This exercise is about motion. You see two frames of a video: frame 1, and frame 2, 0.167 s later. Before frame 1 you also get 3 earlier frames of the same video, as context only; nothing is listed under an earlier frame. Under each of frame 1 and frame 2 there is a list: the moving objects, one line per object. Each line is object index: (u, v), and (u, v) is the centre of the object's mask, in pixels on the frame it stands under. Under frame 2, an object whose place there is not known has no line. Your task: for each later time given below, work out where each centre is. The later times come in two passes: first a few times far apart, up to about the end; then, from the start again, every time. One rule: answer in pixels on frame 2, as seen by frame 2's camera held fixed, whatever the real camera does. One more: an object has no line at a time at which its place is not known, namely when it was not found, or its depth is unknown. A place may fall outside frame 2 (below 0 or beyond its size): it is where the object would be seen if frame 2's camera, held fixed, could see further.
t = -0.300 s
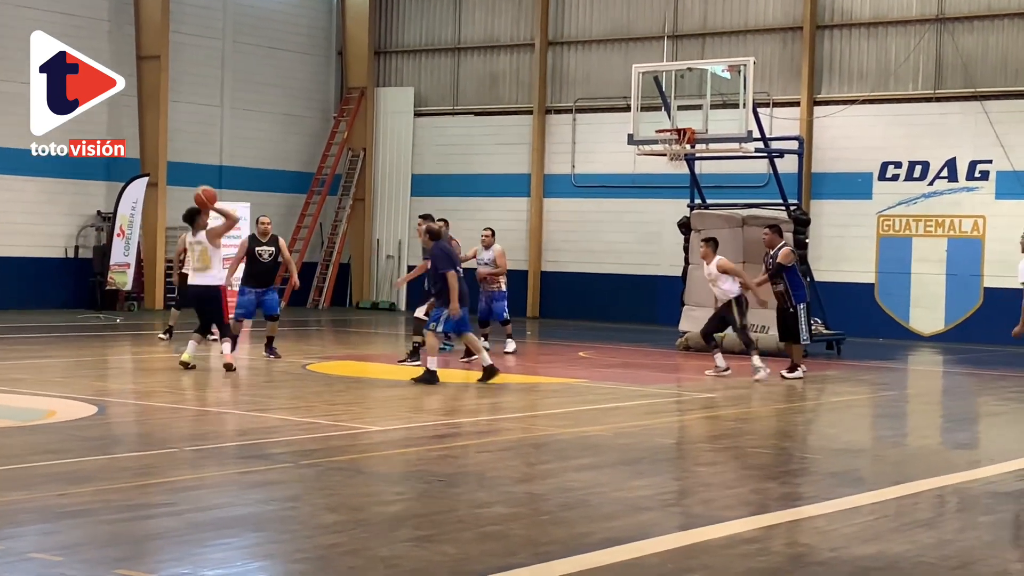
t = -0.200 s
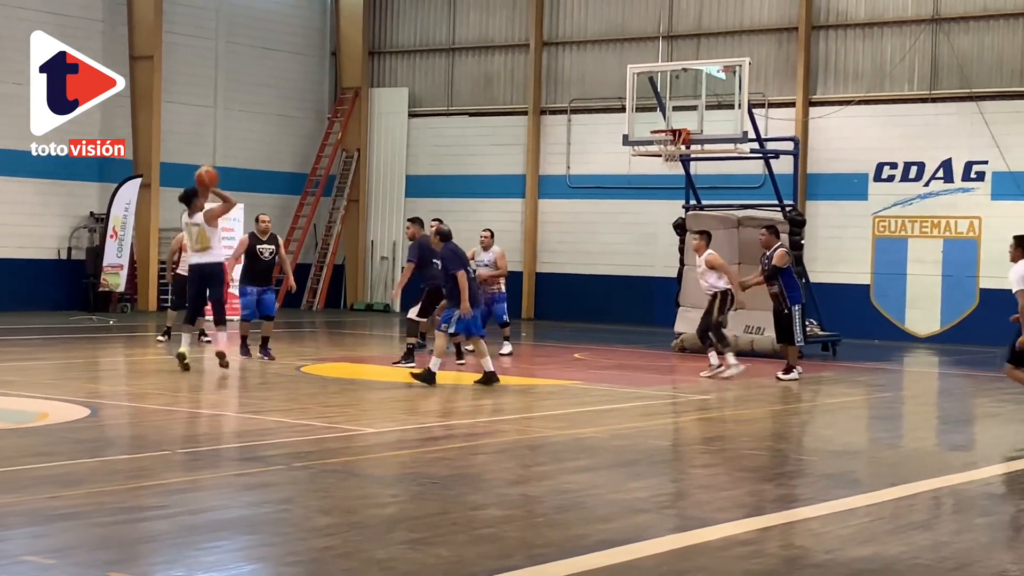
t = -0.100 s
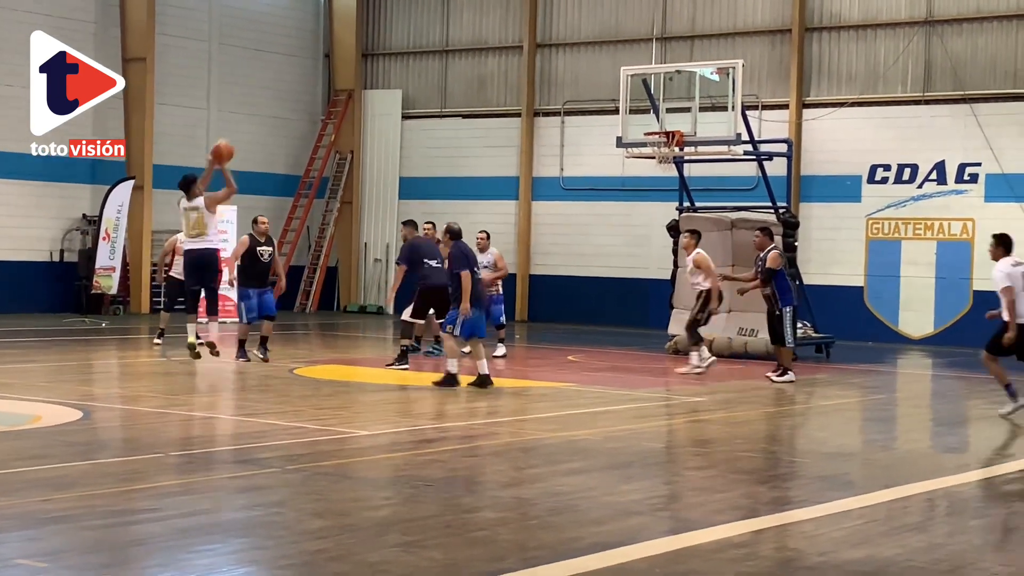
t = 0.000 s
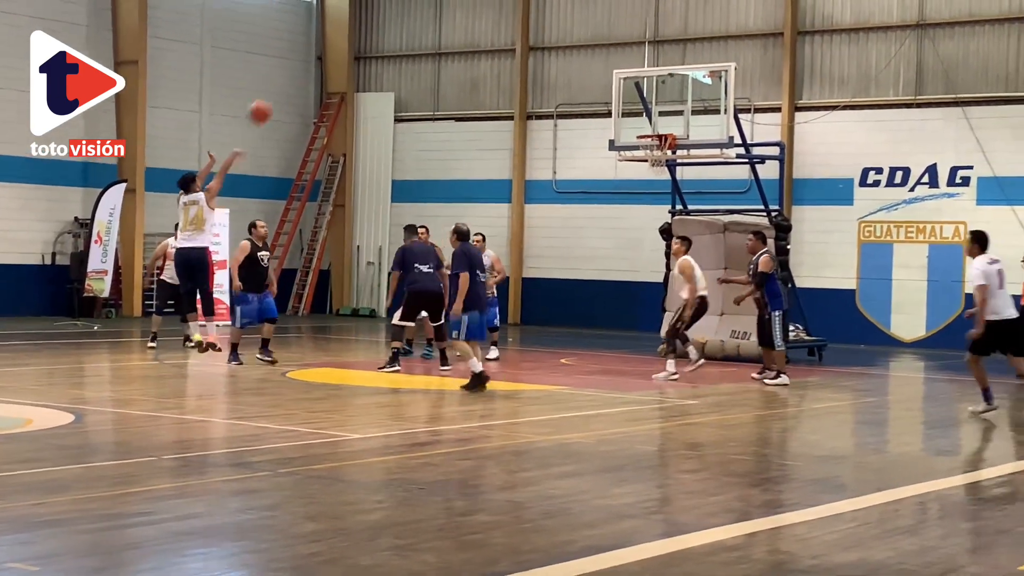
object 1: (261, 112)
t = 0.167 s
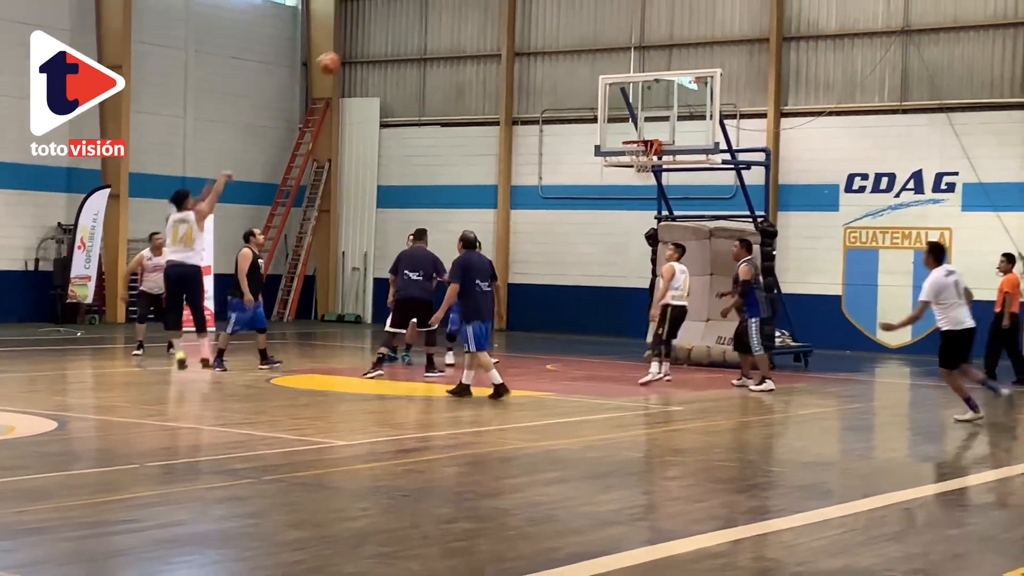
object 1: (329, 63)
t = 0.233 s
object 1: (359, 49)
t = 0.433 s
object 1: (446, 33)
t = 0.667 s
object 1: (536, 55)
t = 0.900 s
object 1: (613, 117)
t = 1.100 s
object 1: (648, 130)
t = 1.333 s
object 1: (633, 116)
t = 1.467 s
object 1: (619, 124)
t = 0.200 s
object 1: (345, 55)
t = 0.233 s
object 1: (359, 49)
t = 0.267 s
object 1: (375, 44)
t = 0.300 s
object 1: (389, 40)
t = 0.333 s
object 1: (405, 37)
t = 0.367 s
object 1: (418, 35)
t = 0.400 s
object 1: (433, 34)
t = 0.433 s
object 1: (446, 33)
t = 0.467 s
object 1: (460, 34)
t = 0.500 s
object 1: (473, 35)
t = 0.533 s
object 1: (486, 38)
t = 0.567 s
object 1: (499, 41)
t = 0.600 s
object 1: (510, 45)
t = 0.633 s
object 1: (524, 50)
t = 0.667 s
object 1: (536, 55)
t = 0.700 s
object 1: (548, 62)
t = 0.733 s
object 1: (559, 70)
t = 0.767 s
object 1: (570, 78)
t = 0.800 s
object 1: (583, 87)
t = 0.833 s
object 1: (593, 96)
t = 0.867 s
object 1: (603, 106)
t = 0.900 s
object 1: (613, 117)
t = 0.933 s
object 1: (623, 129)
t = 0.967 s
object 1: (630, 131)
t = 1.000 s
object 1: (634, 130)
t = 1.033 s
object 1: (639, 129)
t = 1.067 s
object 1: (644, 129)
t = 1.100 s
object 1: (648, 130)
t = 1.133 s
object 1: (652, 128)
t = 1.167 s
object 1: (649, 124)
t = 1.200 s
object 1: (646, 121)
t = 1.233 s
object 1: (643, 119)
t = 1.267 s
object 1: (639, 117)
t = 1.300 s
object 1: (636, 116)
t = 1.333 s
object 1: (633, 116)
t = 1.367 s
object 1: (629, 117)
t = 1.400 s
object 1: (626, 118)
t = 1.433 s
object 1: (622, 121)
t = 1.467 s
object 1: (619, 124)
